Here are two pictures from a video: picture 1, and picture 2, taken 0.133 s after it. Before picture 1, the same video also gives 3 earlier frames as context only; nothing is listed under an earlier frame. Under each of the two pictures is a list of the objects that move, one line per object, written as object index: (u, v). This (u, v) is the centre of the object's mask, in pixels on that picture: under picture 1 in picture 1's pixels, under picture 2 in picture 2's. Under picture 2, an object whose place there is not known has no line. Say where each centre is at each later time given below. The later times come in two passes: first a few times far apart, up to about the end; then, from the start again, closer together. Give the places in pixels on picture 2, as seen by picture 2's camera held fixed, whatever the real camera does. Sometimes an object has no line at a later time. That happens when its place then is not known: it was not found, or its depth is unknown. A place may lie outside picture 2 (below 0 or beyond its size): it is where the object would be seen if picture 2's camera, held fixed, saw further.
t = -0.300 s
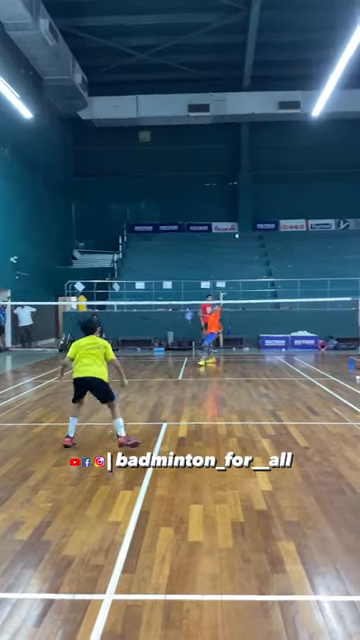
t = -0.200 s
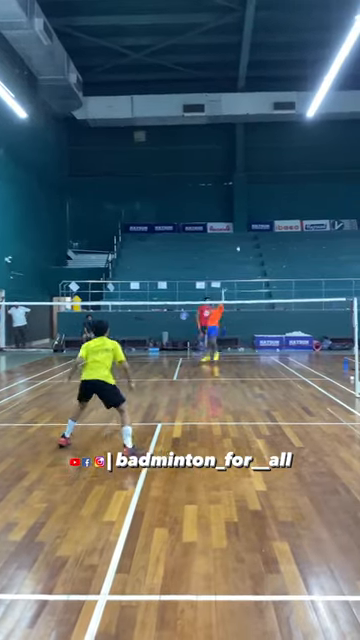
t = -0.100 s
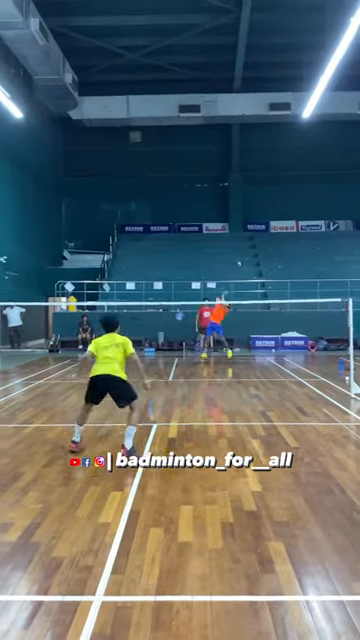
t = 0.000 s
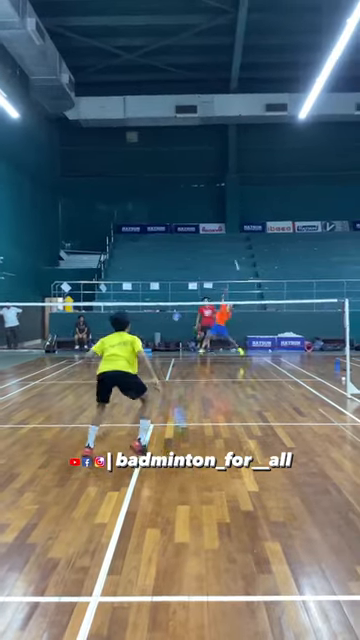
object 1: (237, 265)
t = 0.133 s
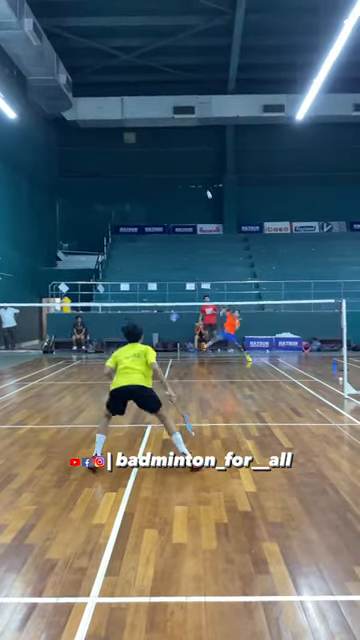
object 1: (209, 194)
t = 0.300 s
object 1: (180, 128)
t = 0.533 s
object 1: (136, 66)
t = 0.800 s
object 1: (76, 53)
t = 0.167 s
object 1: (202, 180)
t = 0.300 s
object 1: (180, 128)
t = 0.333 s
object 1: (174, 117)
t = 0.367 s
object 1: (168, 107)
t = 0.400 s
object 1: (162, 97)
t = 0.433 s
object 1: (155, 88)
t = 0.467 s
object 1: (149, 80)
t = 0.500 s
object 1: (143, 73)
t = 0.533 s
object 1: (136, 66)
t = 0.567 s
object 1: (129, 61)
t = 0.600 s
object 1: (122, 57)
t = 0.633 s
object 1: (115, 53)
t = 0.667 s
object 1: (108, 50)
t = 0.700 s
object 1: (100, 49)
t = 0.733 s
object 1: (92, 49)
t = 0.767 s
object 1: (84, 50)
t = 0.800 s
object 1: (76, 53)
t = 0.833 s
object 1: (67, 57)
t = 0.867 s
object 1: (58, 62)
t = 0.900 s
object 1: (49, 70)
